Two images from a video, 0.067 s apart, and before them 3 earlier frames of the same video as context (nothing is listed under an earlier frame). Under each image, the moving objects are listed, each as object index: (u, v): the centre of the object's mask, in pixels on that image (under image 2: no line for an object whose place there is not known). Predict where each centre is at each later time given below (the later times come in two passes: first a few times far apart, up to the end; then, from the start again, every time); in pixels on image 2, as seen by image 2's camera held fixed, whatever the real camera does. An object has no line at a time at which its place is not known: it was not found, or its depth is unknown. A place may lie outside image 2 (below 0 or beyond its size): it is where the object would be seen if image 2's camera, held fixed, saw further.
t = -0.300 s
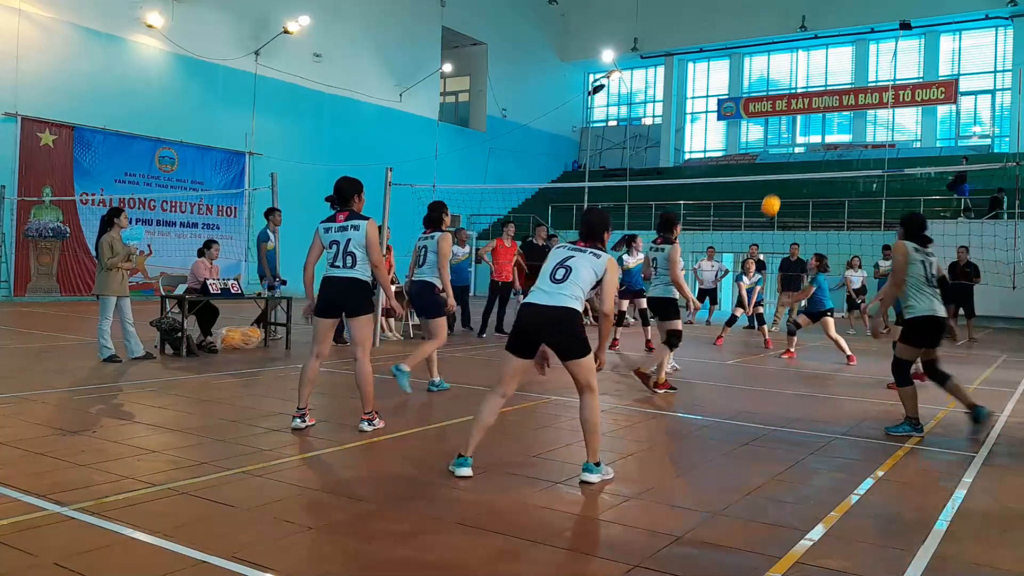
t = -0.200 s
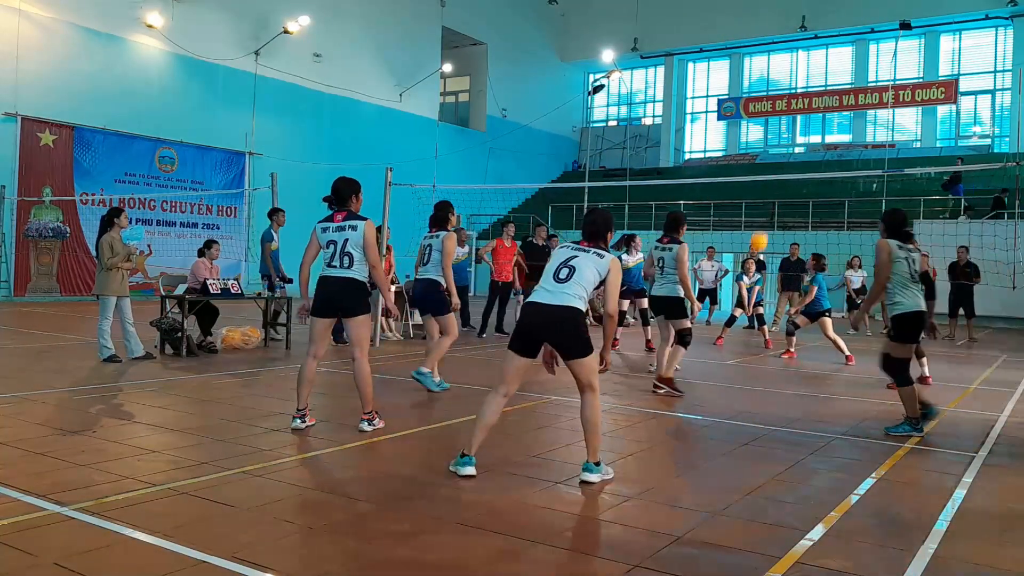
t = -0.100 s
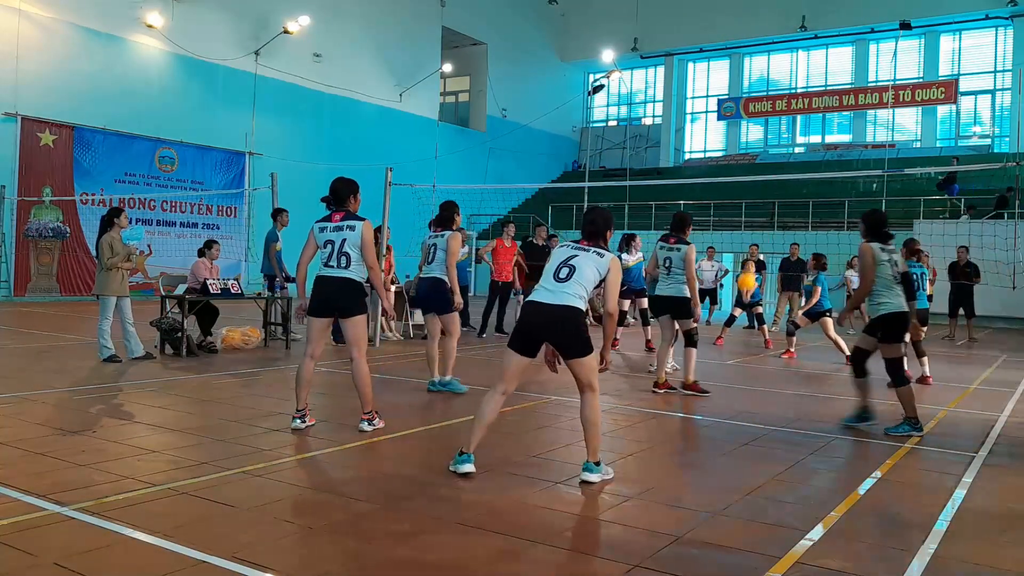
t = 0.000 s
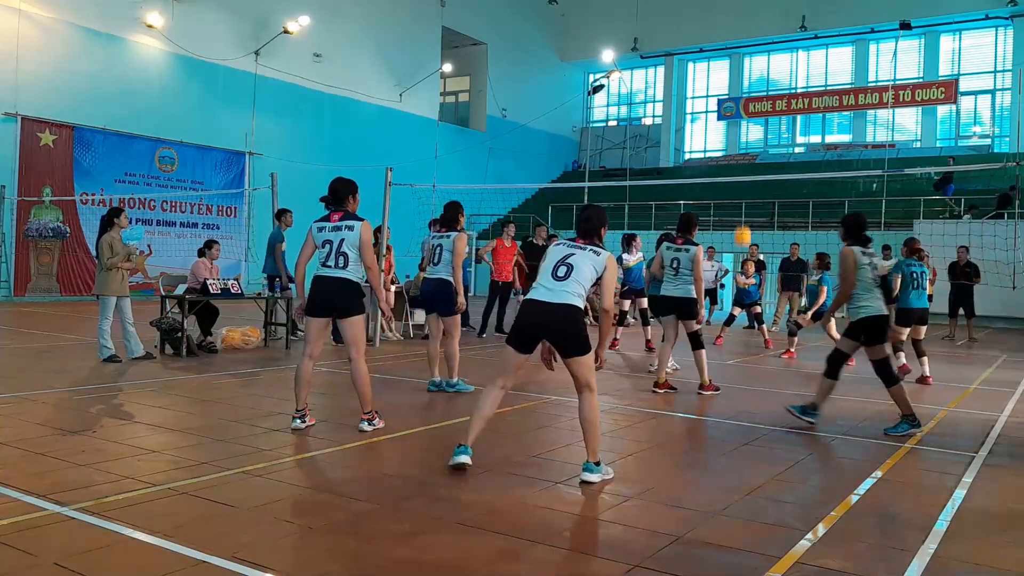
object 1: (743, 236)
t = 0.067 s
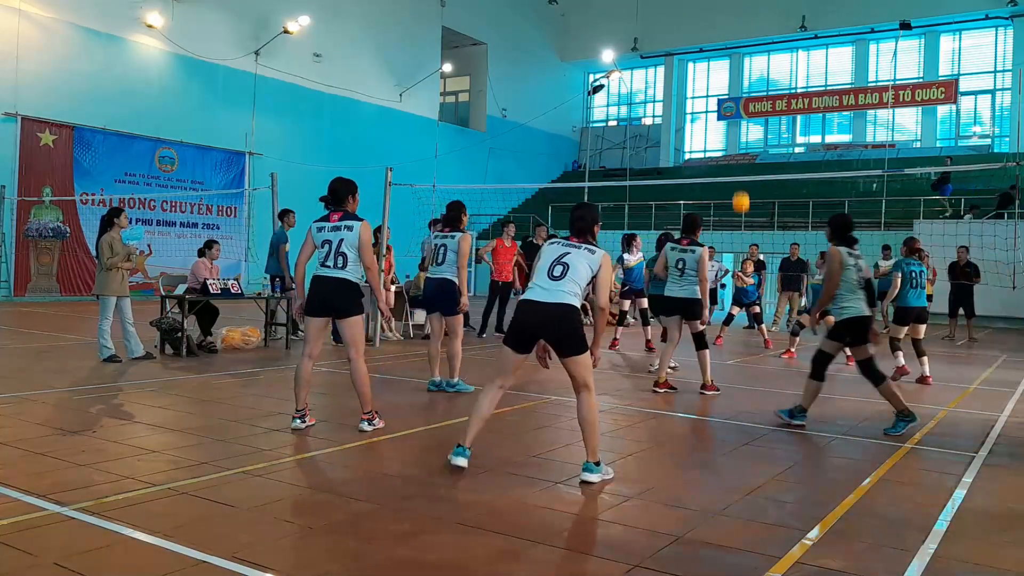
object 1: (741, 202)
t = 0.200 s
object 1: (737, 142)
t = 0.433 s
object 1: (733, 61)
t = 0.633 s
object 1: (724, 25)
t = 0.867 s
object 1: (713, 18)
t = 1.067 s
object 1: (702, 47)
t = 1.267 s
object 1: (688, 114)
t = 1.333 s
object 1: (682, 144)
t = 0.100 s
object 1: (740, 189)
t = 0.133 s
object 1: (739, 169)
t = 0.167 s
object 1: (739, 156)
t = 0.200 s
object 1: (737, 142)
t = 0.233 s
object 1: (736, 127)
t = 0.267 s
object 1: (737, 115)
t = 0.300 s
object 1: (736, 103)
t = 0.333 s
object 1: (735, 92)
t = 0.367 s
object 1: (734, 81)
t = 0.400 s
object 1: (734, 71)
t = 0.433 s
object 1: (733, 61)
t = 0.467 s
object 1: (731, 54)
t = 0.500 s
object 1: (730, 46)
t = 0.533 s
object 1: (728, 40)
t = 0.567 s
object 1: (727, 34)
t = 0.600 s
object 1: (726, 29)
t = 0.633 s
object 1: (724, 25)
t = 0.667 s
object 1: (723, 22)
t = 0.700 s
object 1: (721, 19)
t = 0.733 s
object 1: (720, 17)
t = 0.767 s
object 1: (718, 16)
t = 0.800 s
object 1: (717, 16)
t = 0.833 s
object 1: (715, 17)
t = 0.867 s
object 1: (713, 18)
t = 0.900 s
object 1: (712, 21)
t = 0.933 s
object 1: (710, 24)
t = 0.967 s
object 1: (708, 28)
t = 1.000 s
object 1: (706, 33)
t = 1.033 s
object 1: (704, 40)
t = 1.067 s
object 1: (702, 47)
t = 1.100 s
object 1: (700, 54)
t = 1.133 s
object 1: (698, 64)
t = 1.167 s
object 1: (695, 76)
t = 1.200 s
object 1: (692, 88)
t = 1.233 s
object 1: (690, 100)
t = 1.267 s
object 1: (688, 114)
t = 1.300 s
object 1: (685, 129)
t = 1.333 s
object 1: (682, 144)
